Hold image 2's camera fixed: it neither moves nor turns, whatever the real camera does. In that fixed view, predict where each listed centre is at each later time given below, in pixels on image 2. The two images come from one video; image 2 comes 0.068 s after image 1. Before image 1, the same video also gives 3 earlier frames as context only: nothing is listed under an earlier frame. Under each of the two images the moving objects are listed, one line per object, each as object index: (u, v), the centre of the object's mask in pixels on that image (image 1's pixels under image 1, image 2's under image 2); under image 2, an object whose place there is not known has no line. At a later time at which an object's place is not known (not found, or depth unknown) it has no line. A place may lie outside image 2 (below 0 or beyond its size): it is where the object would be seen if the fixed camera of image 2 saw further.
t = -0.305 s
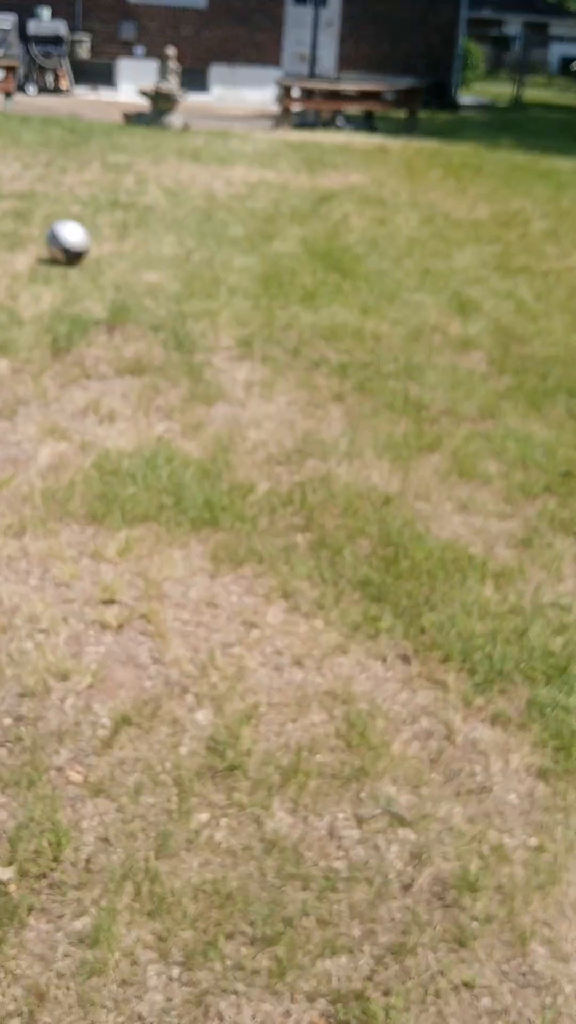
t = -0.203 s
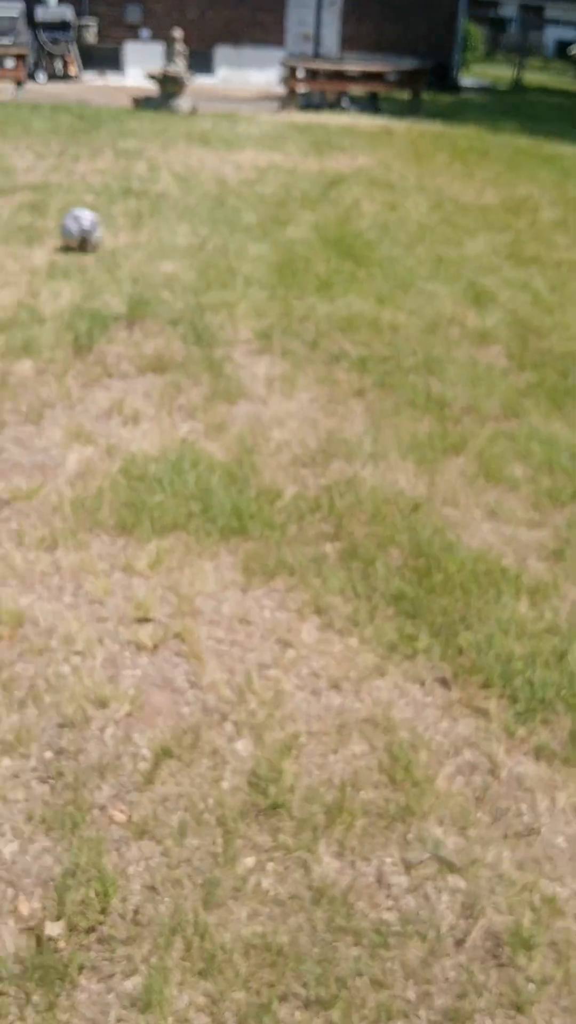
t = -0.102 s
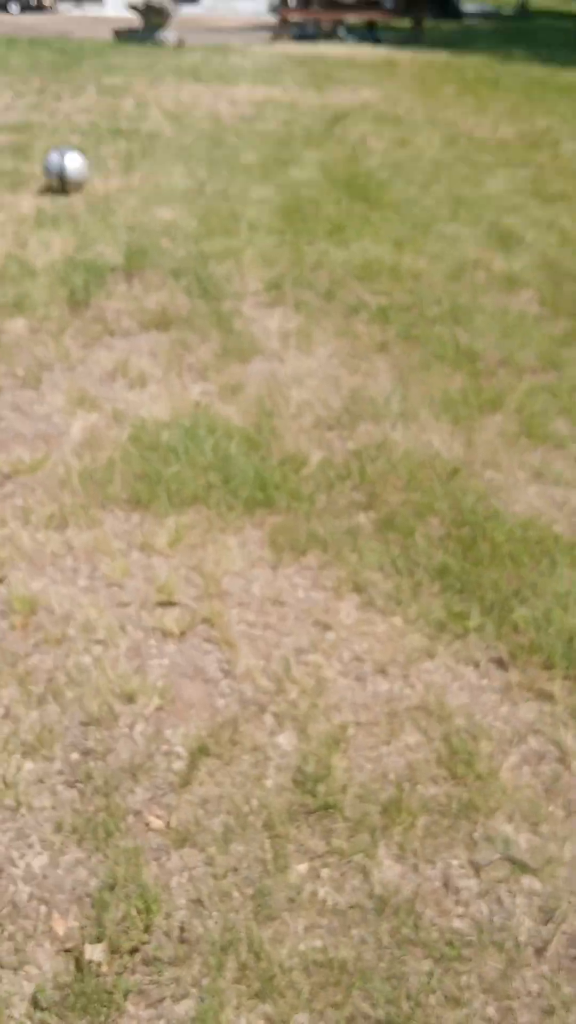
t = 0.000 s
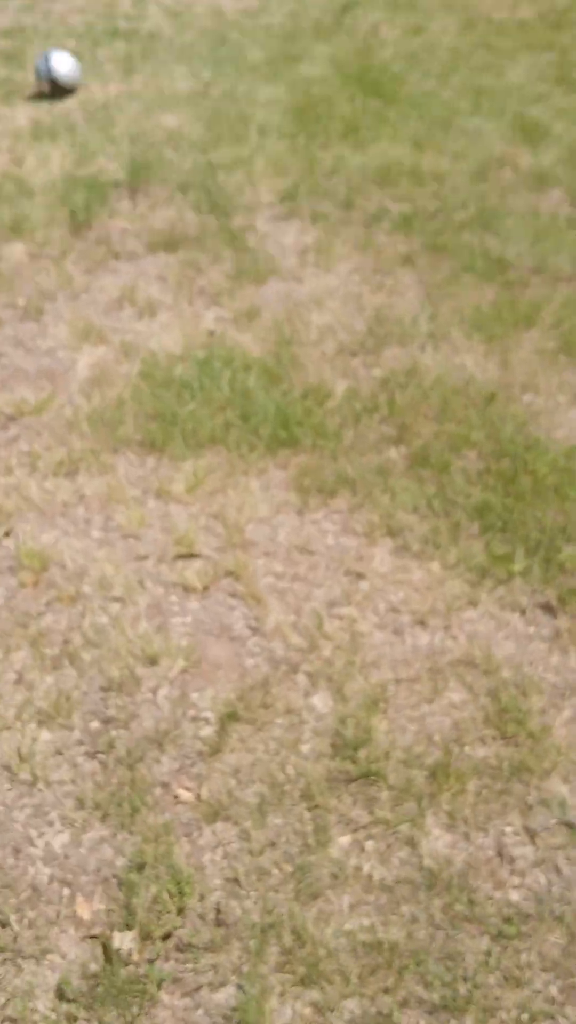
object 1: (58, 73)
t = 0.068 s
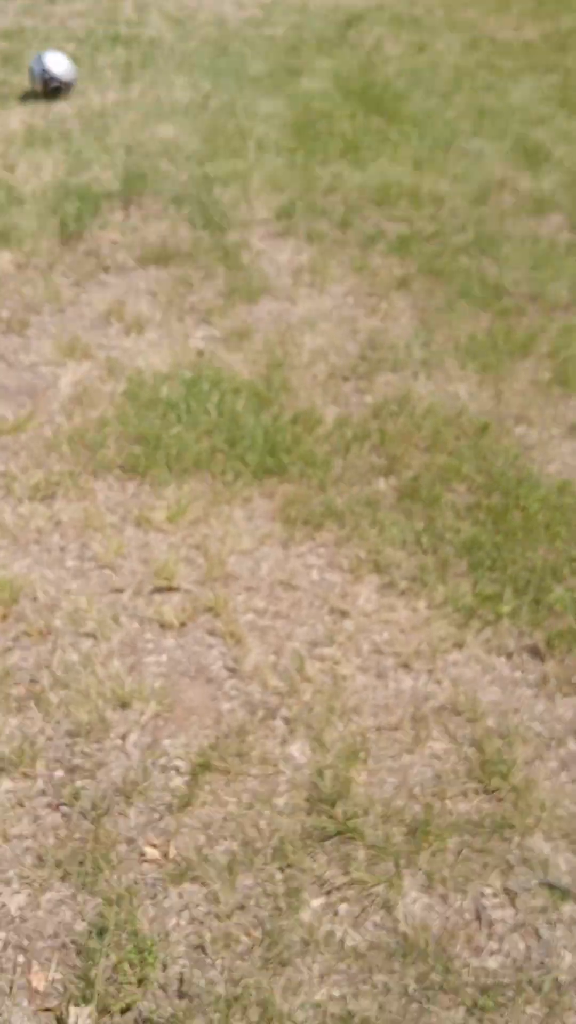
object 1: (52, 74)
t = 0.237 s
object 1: (49, 70)
